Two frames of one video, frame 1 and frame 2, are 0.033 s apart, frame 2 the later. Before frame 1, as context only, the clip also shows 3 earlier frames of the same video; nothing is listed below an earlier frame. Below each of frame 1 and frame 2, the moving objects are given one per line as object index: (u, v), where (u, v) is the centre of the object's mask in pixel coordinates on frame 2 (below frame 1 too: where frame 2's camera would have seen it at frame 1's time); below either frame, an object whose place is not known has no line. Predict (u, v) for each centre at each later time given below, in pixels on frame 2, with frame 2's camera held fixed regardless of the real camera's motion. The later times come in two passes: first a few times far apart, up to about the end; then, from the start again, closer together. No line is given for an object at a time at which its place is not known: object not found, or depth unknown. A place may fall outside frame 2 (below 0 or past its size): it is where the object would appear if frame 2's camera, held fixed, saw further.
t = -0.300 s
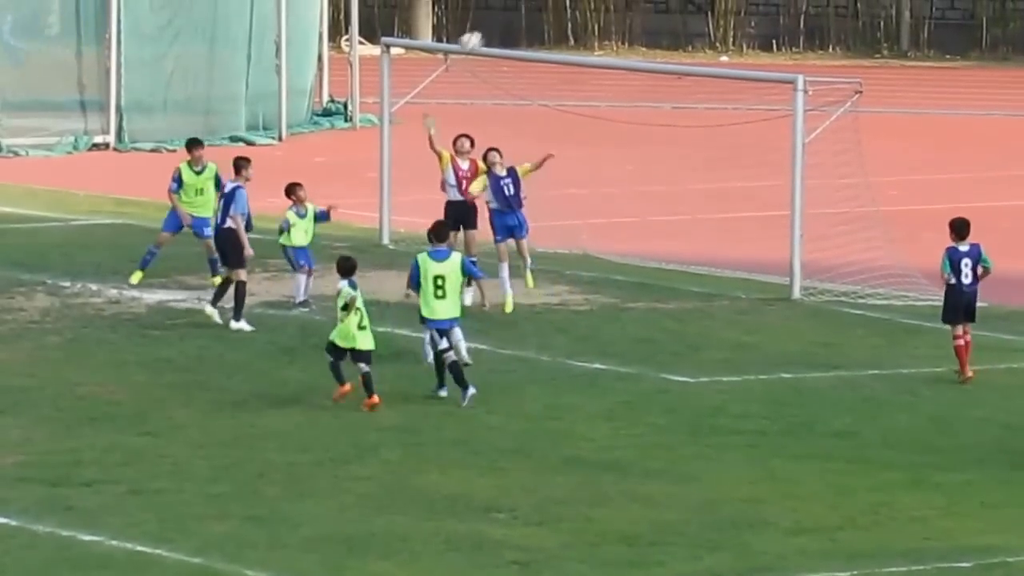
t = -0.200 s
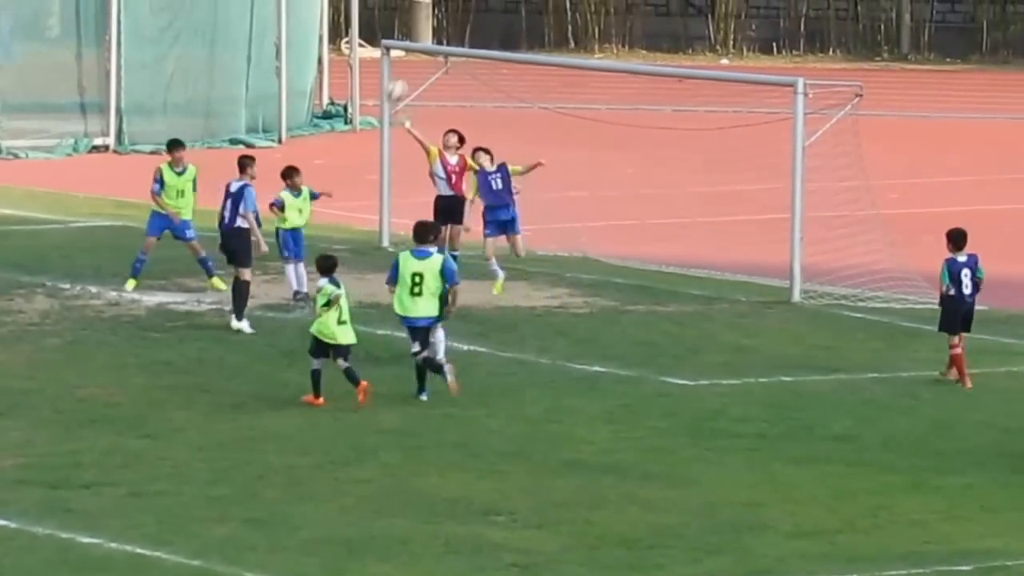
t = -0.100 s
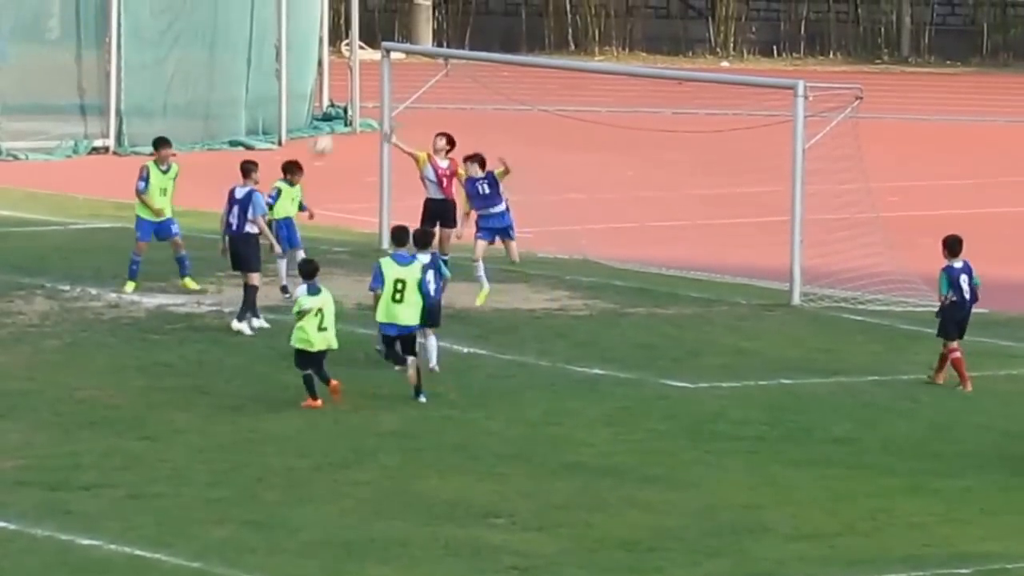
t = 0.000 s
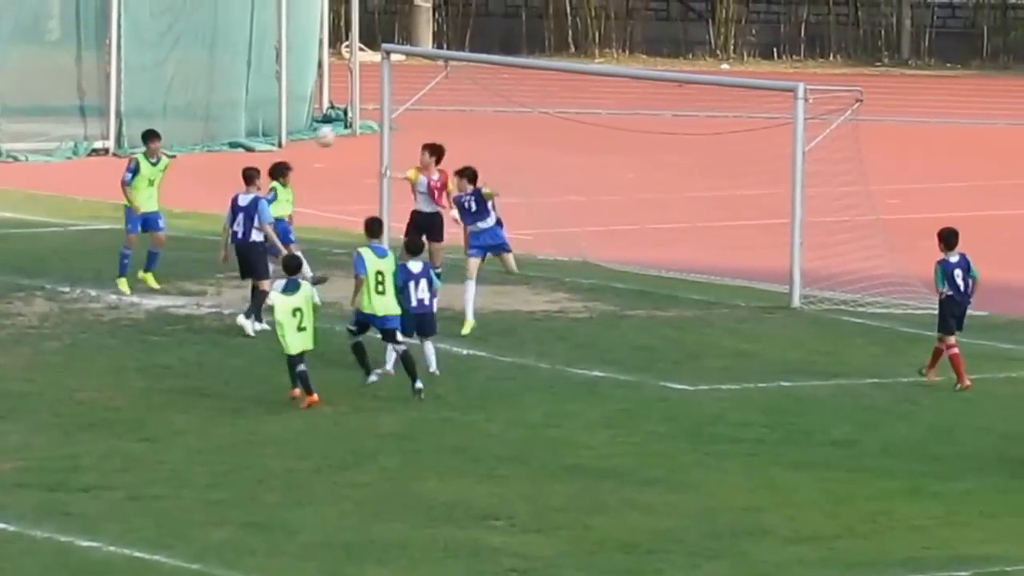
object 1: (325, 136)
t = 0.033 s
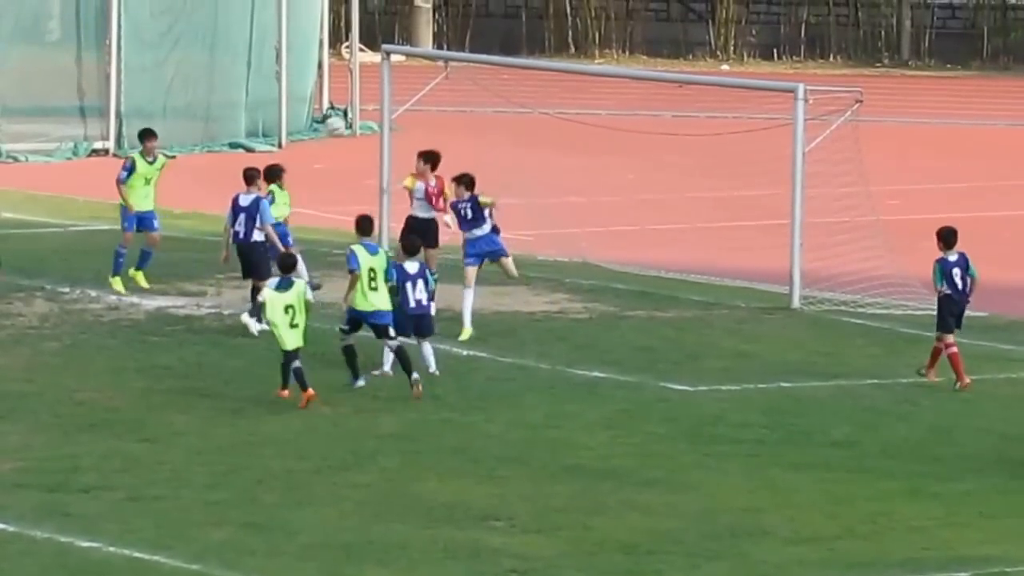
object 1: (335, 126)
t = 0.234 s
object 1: (392, 90)
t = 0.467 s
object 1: (451, 96)
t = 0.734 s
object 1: (507, 160)
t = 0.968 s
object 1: (548, 262)
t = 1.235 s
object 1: (580, 184)
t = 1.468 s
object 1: (596, 175)
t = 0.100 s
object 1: (354, 110)
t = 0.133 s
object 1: (364, 103)
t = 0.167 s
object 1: (374, 98)
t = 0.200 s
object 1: (383, 93)
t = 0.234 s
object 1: (392, 90)
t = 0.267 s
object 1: (401, 88)
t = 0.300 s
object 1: (408, 87)
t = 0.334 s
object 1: (417, 86)
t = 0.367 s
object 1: (426, 87)
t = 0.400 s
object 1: (435, 89)
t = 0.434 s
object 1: (442, 91)
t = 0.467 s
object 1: (451, 96)
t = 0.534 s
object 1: (465, 106)
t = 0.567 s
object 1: (473, 113)
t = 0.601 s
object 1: (480, 120)
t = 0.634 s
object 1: (486, 129)
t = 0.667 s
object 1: (494, 138)
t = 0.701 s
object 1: (500, 149)
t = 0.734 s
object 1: (507, 160)
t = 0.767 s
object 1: (513, 173)
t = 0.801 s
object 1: (520, 186)
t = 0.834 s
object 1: (526, 200)
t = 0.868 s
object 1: (531, 215)
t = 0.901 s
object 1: (537, 230)
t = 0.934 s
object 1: (542, 247)
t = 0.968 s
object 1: (548, 262)
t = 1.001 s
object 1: (553, 250)
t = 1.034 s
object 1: (557, 238)
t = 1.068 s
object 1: (561, 226)
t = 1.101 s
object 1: (566, 215)
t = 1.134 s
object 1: (570, 205)
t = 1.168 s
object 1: (574, 197)
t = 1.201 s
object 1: (577, 189)
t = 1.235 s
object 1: (580, 184)
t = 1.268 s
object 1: (583, 179)
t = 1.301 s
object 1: (586, 176)
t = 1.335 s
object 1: (588, 174)
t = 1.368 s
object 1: (590, 173)
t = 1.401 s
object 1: (592, 172)
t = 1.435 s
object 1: (593, 173)
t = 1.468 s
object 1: (596, 175)
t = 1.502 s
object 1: (598, 177)
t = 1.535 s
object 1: (600, 182)
